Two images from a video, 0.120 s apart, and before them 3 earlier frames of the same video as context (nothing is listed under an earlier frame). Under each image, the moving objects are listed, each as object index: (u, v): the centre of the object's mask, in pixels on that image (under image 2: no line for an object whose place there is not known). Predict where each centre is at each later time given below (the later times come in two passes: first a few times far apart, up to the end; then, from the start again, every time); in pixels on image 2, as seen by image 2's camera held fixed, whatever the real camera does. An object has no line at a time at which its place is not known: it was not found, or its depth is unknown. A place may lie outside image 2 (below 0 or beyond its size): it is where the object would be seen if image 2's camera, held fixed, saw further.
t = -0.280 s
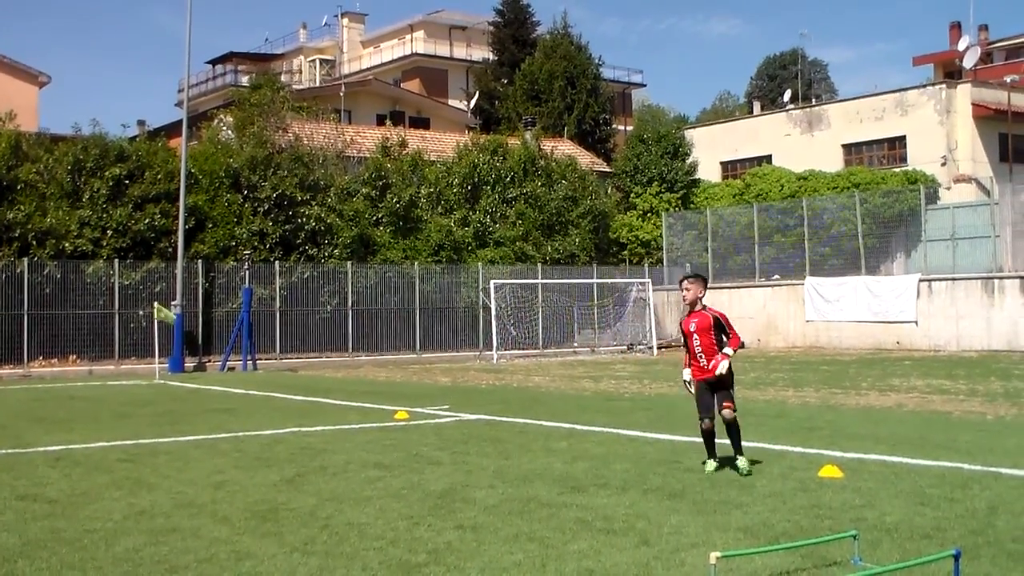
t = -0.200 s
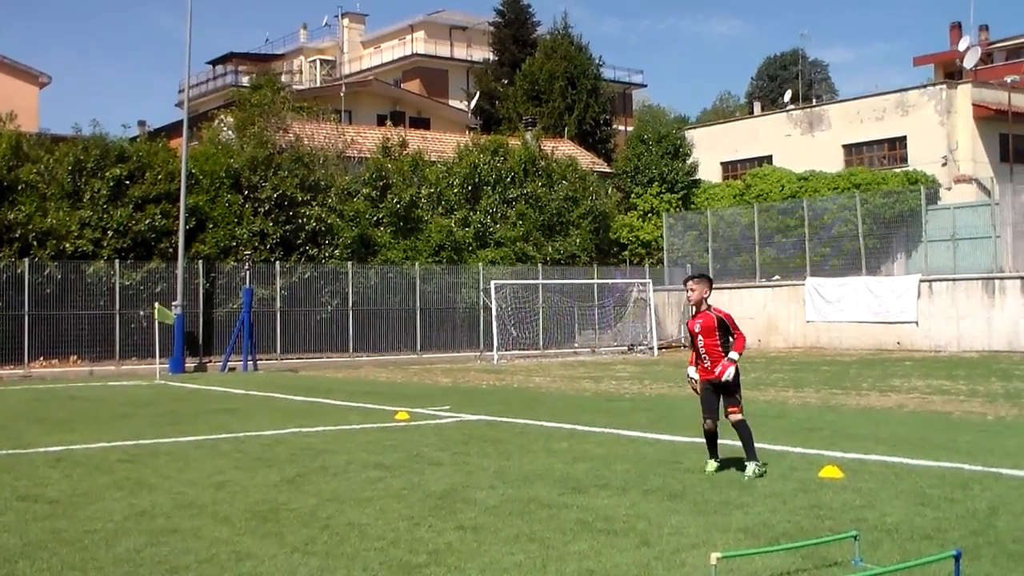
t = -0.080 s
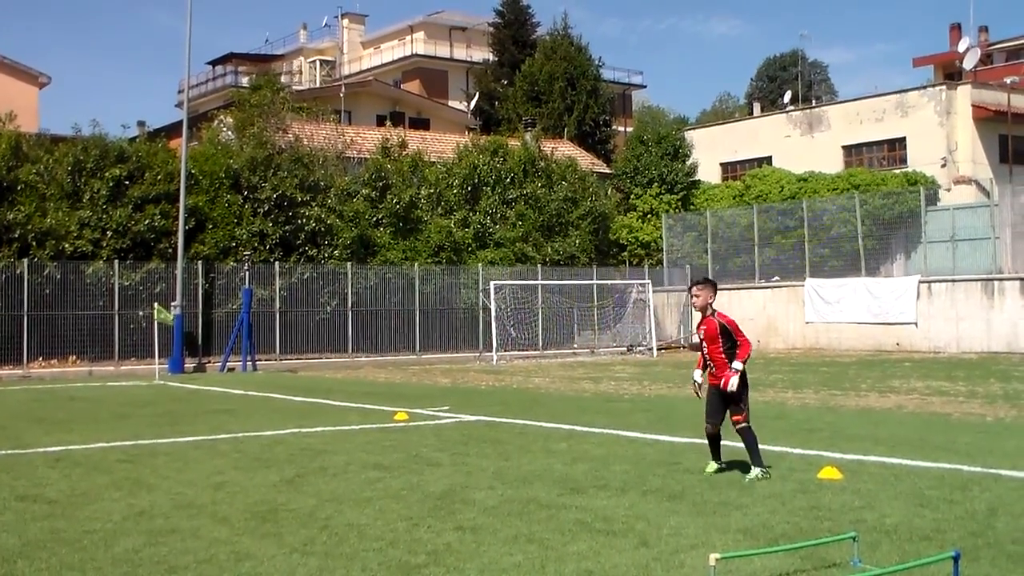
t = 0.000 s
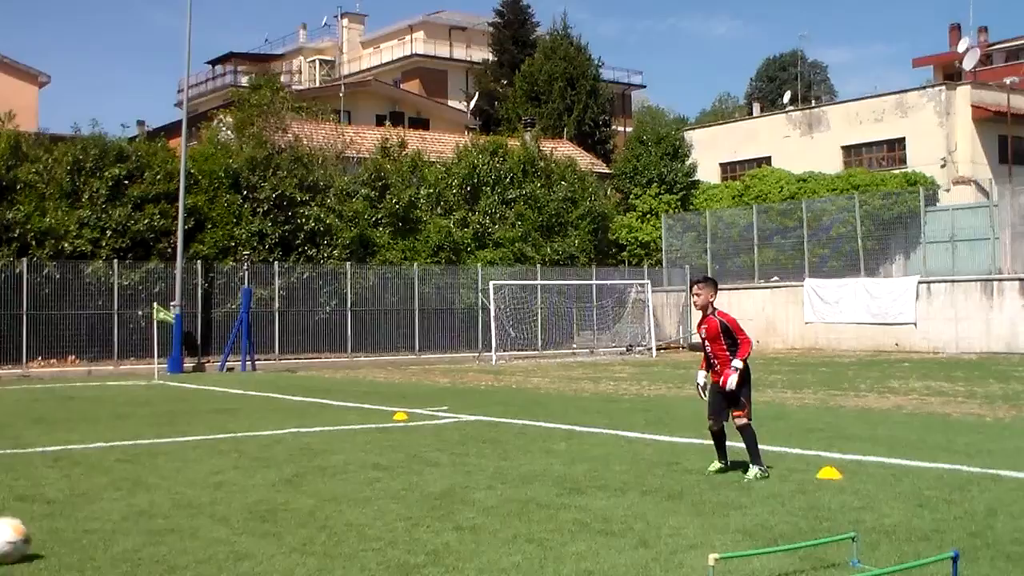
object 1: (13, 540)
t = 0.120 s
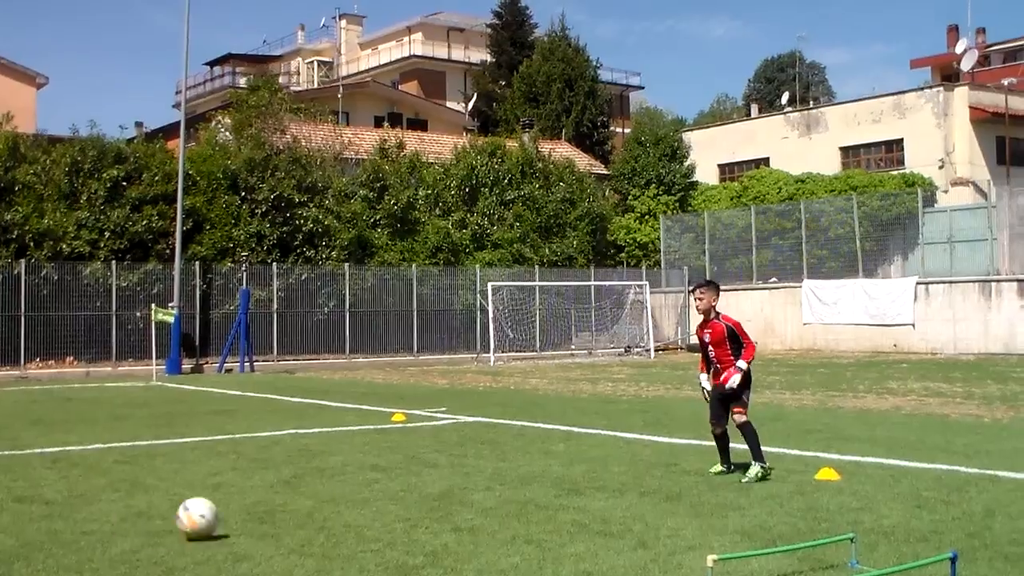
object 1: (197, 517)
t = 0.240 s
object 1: (350, 506)
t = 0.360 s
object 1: (464, 488)
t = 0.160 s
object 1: (250, 510)
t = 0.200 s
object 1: (301, 506)
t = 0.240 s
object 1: (350, 506)
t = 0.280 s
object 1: (390, 499)
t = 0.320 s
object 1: (427, 492)
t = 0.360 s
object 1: (464, 488)
